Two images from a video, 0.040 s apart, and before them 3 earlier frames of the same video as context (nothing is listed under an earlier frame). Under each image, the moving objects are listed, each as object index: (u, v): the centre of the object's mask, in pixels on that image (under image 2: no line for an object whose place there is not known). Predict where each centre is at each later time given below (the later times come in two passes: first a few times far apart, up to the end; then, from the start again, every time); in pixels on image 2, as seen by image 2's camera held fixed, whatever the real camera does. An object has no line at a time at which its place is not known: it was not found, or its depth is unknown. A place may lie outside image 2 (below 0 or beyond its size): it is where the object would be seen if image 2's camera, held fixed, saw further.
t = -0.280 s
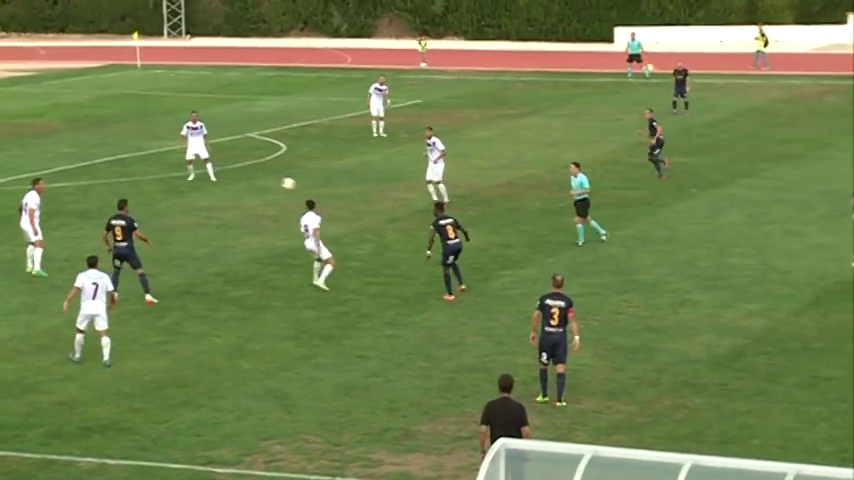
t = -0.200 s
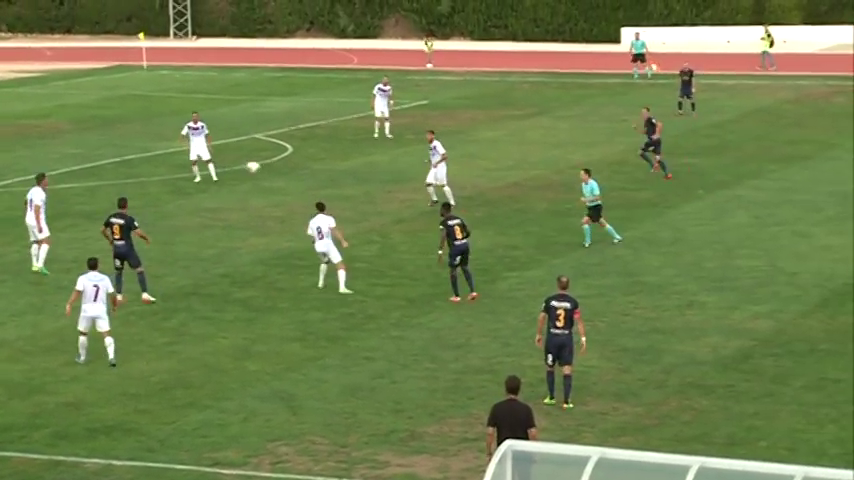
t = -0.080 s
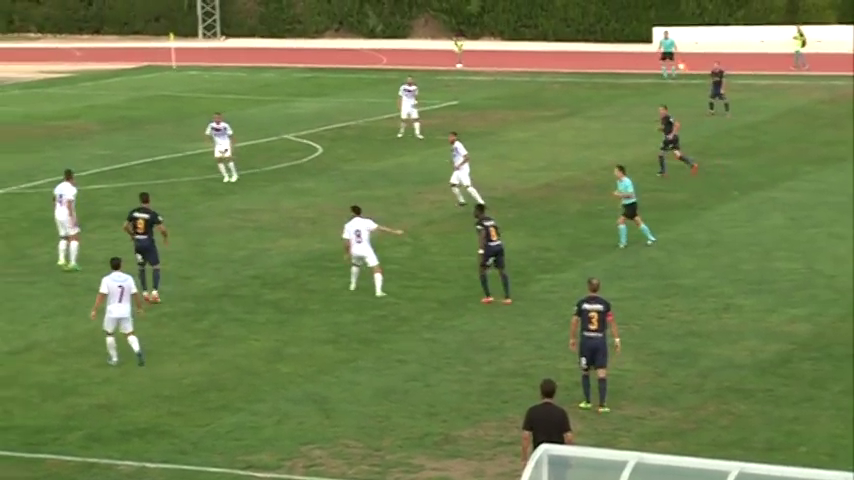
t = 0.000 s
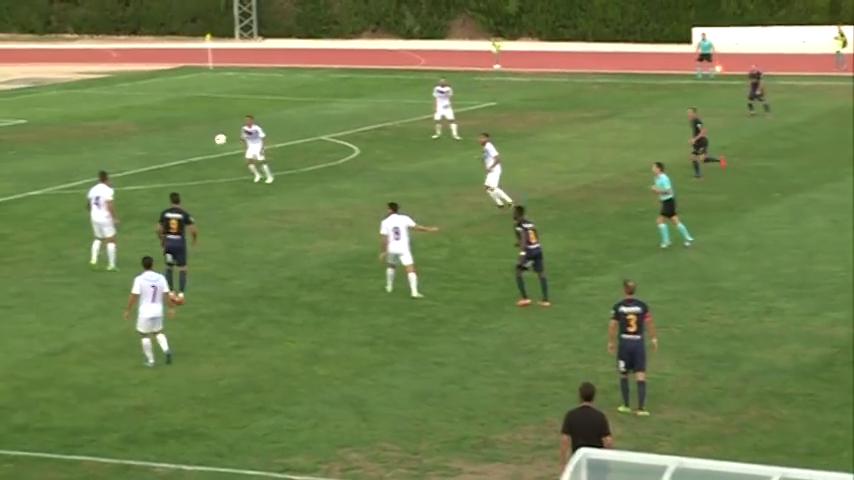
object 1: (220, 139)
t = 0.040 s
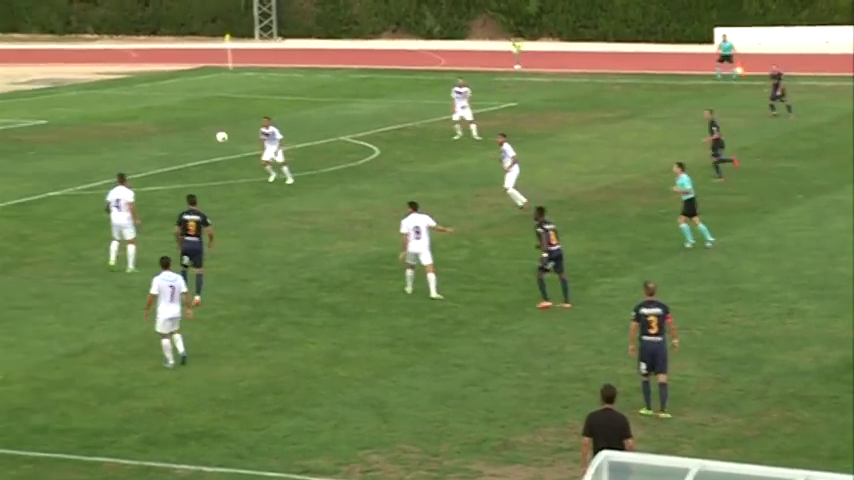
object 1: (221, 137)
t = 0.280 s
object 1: (115, 134)
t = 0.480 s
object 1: (30, 154)
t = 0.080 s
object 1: (203, 134)
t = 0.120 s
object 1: (185, 133)
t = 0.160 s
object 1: (167, 132)
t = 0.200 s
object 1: (149, 131)
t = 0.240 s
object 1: (133, 132)
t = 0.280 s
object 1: (115, 134)
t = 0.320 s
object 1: (98, 136)
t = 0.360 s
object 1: (80, 140)
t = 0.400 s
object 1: (63, 144)
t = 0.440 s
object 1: (47, 148)
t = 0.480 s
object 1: (30, 154)
